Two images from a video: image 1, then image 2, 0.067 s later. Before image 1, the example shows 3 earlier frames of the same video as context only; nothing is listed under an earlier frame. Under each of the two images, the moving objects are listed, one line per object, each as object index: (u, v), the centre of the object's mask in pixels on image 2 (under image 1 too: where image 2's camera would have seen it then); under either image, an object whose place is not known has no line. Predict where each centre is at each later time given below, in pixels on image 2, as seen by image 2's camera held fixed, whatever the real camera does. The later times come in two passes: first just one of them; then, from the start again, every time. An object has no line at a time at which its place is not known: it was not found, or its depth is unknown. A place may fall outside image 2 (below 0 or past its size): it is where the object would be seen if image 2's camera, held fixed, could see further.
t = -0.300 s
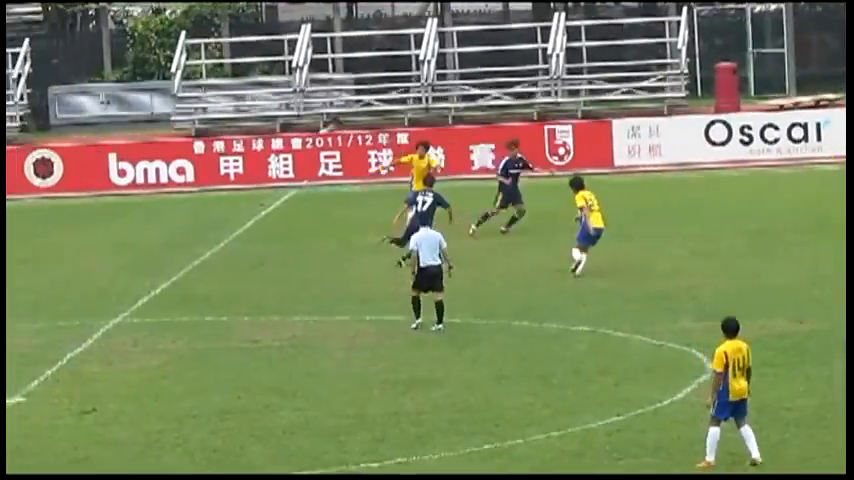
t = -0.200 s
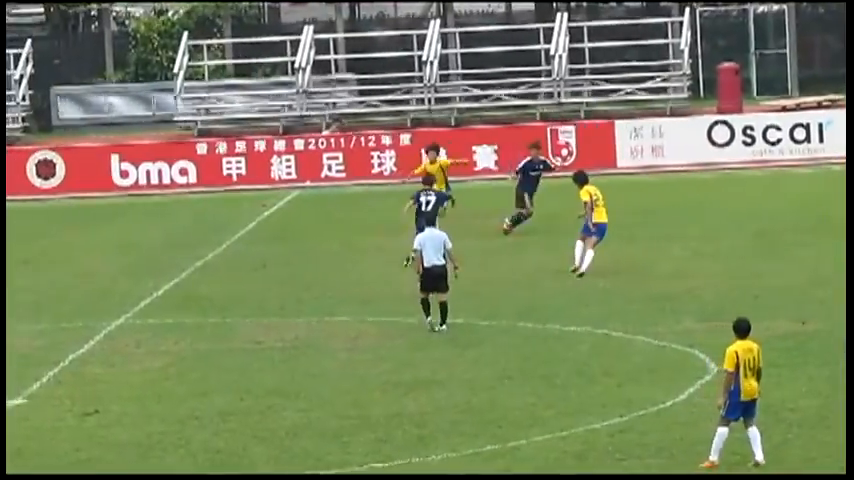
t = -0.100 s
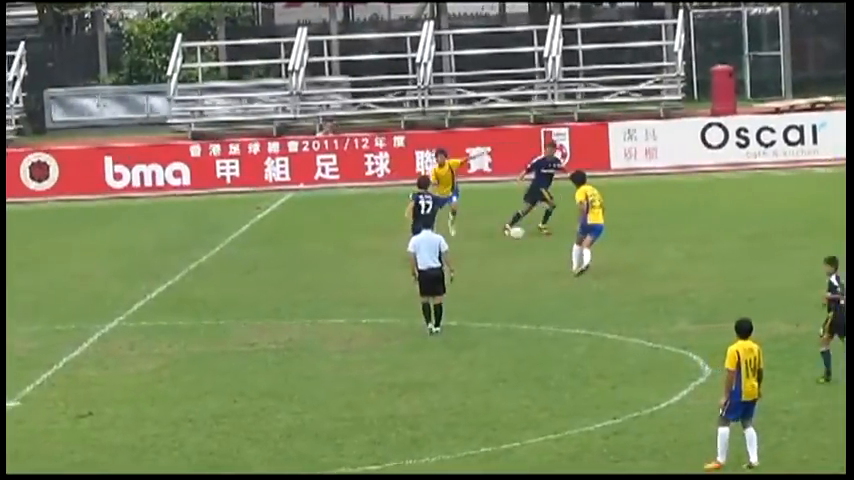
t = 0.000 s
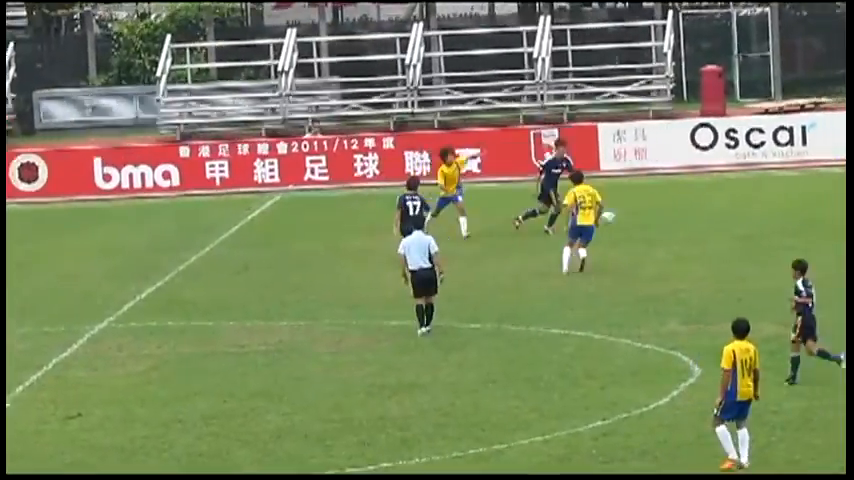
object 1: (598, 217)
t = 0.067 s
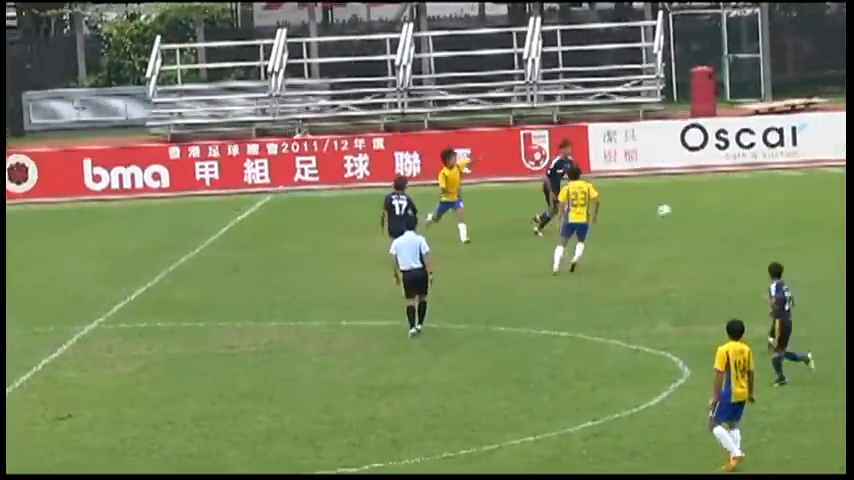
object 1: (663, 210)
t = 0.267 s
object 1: (860, 206)
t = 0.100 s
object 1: (697, 208)
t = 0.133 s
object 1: (729, 206)
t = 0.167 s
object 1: (761, 205)
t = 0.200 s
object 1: (794, 204)
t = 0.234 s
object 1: (826, 204)
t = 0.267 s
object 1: (860, 206)
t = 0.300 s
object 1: (893, 207)
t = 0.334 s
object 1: (926, 209)
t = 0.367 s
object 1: (959, 209)
